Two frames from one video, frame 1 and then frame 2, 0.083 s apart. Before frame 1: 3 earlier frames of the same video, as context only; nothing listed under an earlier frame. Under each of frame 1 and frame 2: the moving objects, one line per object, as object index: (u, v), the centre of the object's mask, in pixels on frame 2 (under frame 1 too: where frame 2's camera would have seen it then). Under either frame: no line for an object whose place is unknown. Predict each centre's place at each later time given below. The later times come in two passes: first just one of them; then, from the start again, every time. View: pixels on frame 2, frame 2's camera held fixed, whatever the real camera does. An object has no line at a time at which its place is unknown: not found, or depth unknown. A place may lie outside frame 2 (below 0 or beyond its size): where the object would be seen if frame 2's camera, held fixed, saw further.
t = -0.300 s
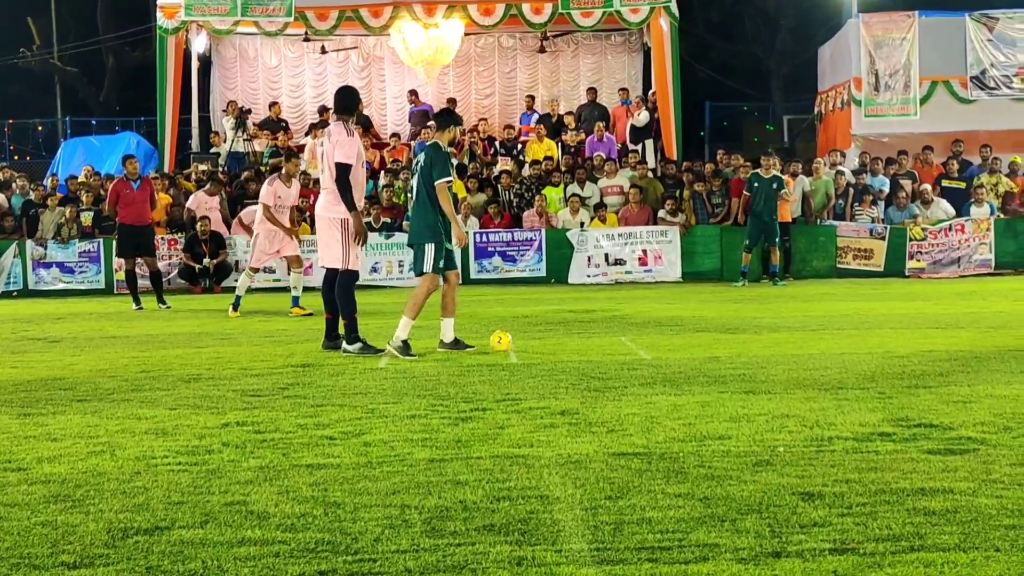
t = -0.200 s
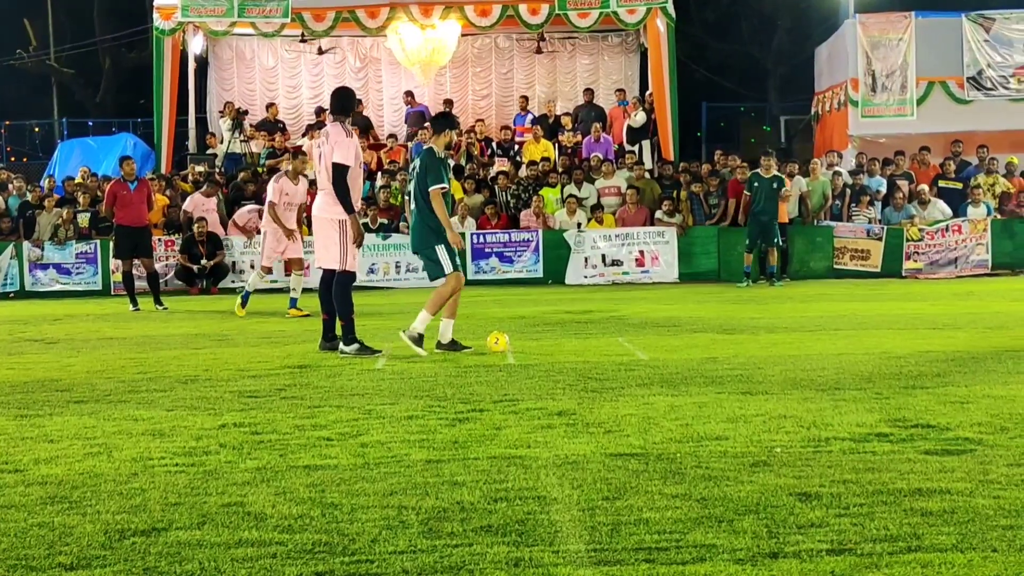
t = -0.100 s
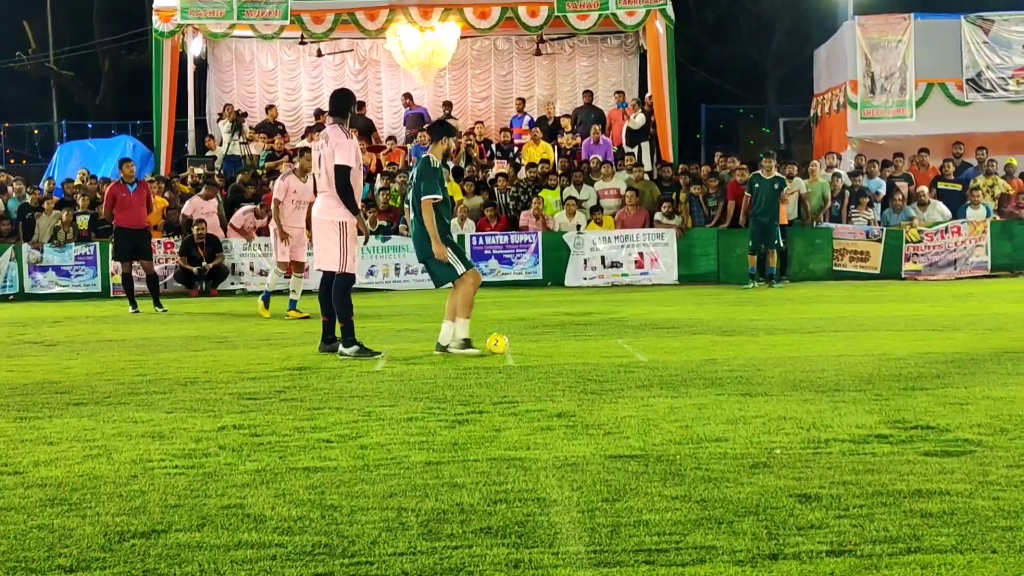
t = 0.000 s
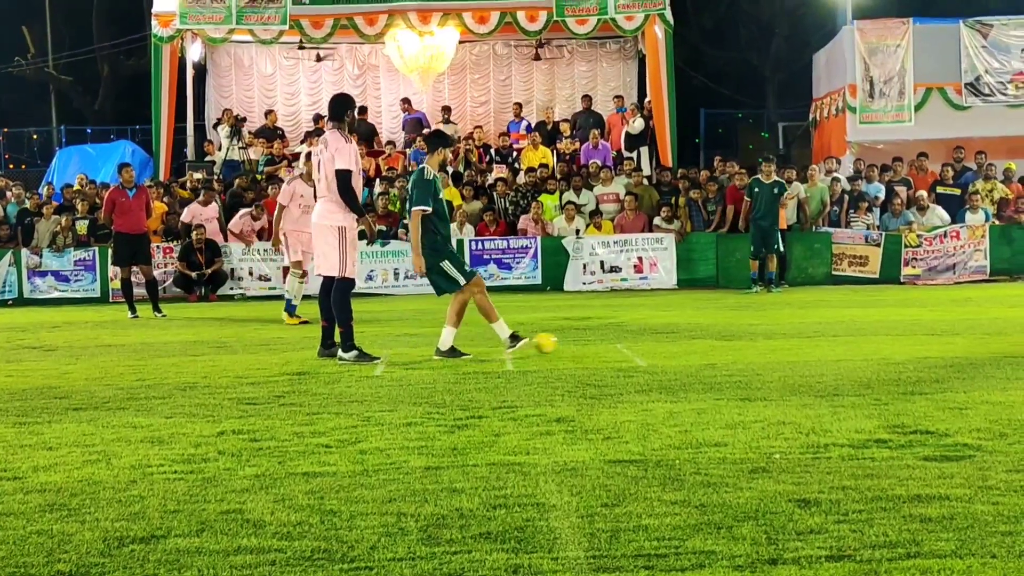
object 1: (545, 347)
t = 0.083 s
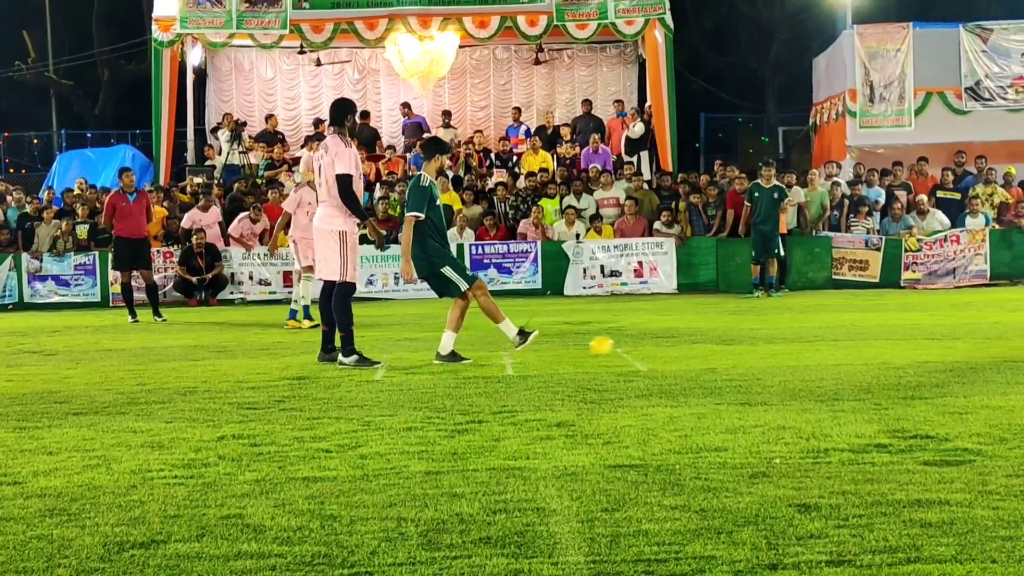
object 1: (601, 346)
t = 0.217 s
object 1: (676, 336)
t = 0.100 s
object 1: (611, 343)
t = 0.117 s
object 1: (620, 340)
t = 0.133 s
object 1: (629, 339)
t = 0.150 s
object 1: (639, 337)
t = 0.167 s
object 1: (649, 336)
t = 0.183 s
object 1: (658, 336)
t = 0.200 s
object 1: (668, 335)
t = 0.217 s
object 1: (676, 336)
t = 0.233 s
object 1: (685, 337)
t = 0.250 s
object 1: (693, 338)
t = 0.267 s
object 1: (701, 339)
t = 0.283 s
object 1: (708, 339)
